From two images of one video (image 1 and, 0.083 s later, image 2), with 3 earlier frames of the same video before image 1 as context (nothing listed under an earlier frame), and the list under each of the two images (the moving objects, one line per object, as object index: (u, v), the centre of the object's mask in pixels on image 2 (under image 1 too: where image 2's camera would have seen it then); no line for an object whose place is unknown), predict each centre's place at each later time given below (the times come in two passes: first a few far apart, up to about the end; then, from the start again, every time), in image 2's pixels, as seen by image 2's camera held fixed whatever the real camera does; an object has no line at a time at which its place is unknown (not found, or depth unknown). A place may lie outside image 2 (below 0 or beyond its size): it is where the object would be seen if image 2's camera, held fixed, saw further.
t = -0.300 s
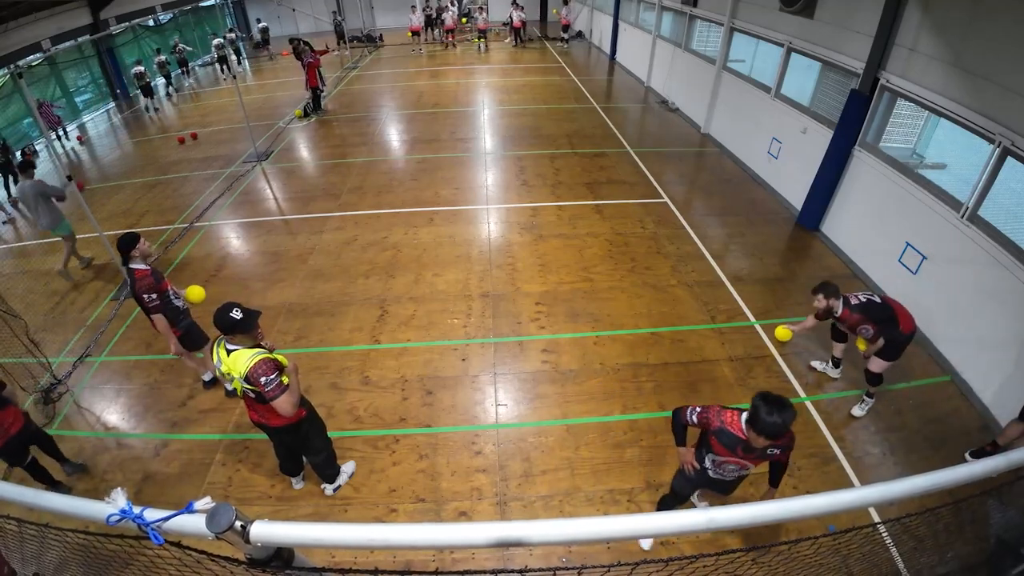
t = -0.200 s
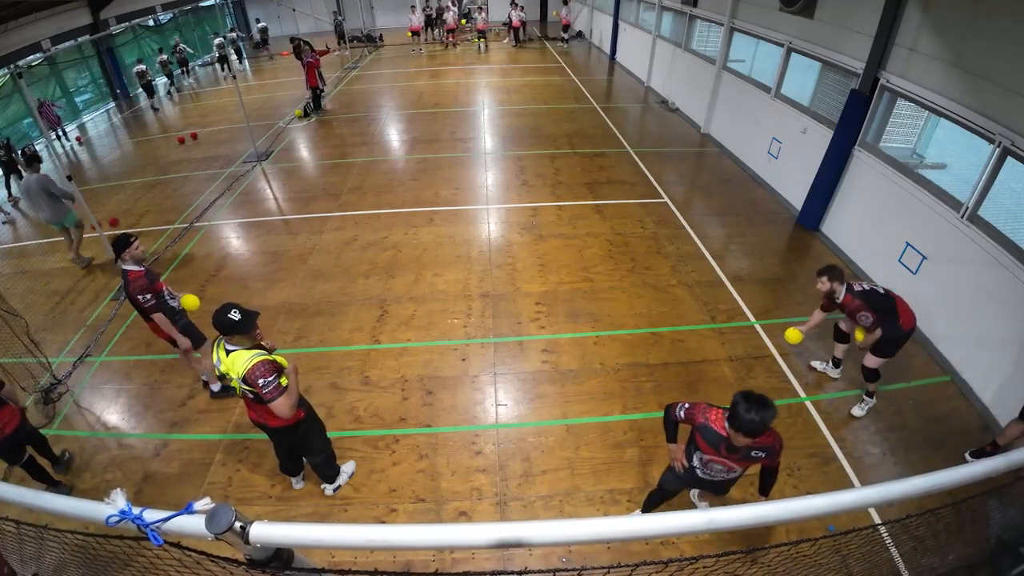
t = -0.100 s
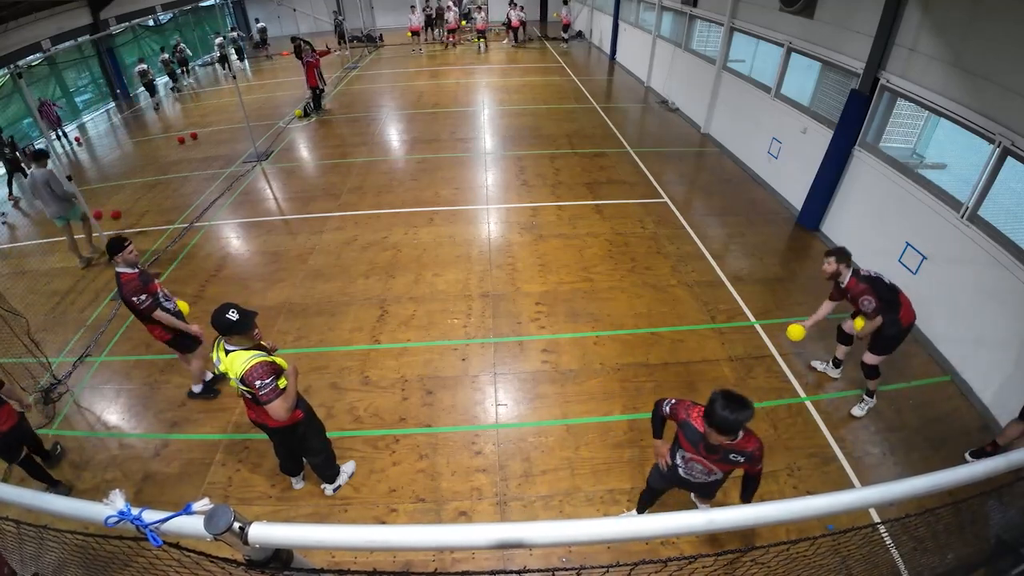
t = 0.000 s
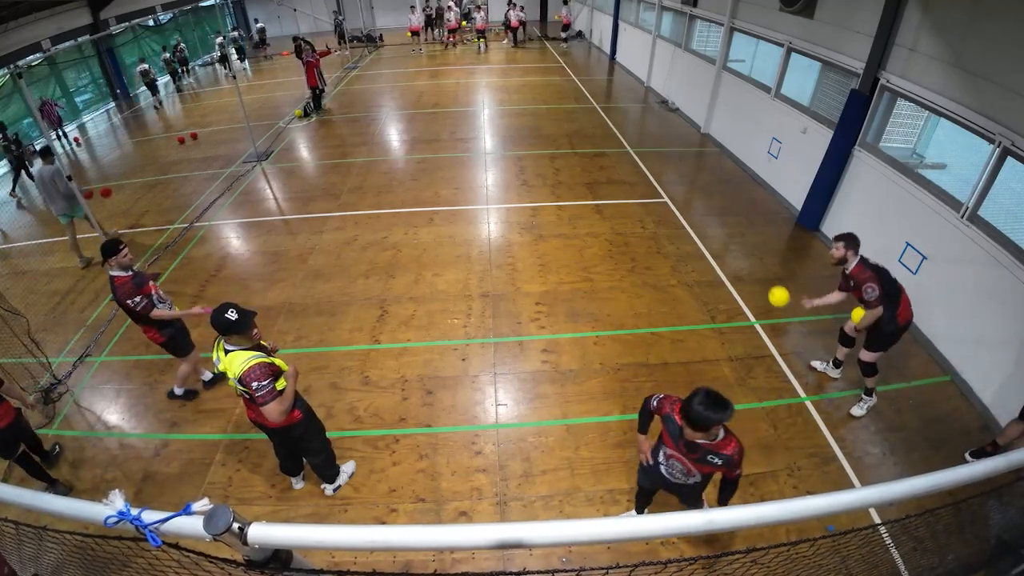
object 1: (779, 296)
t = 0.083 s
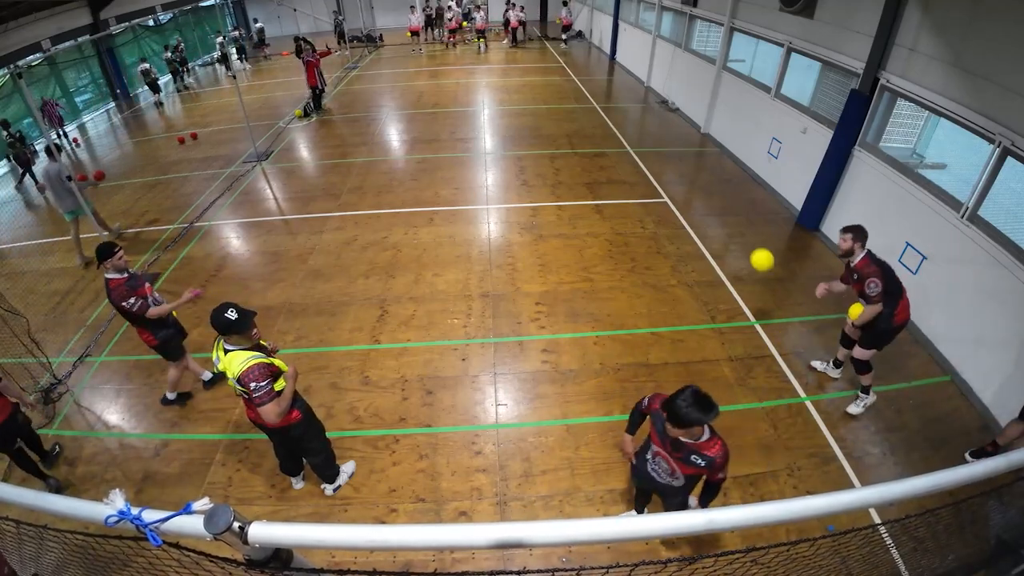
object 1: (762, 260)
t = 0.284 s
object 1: (693, 177)
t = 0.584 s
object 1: (516, 130)
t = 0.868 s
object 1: (351, 219)
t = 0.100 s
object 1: (758, 252)
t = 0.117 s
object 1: (754, 245)
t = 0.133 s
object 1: (749, 238)
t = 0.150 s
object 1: (744, 231)
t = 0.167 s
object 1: (739, 223)
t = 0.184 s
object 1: (733, 216)
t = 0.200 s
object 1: (727, 209)
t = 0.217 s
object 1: (721, 203)
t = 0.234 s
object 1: (715, 196)
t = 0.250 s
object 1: (708, 189)
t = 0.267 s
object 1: (701, 183)
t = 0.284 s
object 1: (693, 177)
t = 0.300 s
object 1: (685, 171)
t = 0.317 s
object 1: (677, 166)
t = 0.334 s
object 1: (669, 161)
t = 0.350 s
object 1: (660, 155)
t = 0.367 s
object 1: (651, 151)
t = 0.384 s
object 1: (642, 147)
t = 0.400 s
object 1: (632, 143)
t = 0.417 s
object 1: (622, 140)
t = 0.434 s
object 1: (613, 137)
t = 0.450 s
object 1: (602, 134)
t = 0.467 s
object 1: (592, 132)
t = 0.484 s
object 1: (581, 130)
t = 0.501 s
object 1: (571, 129)
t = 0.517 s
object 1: (560, 128)
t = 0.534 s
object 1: (549, 128)
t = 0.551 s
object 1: (538, 128)
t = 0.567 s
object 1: (527, 129)
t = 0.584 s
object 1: (516, 130)
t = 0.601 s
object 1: (506, 133)
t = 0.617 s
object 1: (495, 135)
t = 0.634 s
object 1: (483, 138)
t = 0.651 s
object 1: (471, 142)
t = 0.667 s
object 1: (461, 145)
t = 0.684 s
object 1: (451, 149)
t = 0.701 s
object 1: (441, 153)
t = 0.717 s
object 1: (431, 159)
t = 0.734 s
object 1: (421, 164)
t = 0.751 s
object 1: (411, 170)
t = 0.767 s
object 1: (402, 176)
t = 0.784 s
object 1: (393, 182)
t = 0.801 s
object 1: (384, 189)
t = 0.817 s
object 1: (375, 196)
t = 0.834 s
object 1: (368, 203)
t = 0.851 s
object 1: (359, 211)
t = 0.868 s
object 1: (351, 219)
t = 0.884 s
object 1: (344, 227)
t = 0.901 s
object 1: (337, 235)
